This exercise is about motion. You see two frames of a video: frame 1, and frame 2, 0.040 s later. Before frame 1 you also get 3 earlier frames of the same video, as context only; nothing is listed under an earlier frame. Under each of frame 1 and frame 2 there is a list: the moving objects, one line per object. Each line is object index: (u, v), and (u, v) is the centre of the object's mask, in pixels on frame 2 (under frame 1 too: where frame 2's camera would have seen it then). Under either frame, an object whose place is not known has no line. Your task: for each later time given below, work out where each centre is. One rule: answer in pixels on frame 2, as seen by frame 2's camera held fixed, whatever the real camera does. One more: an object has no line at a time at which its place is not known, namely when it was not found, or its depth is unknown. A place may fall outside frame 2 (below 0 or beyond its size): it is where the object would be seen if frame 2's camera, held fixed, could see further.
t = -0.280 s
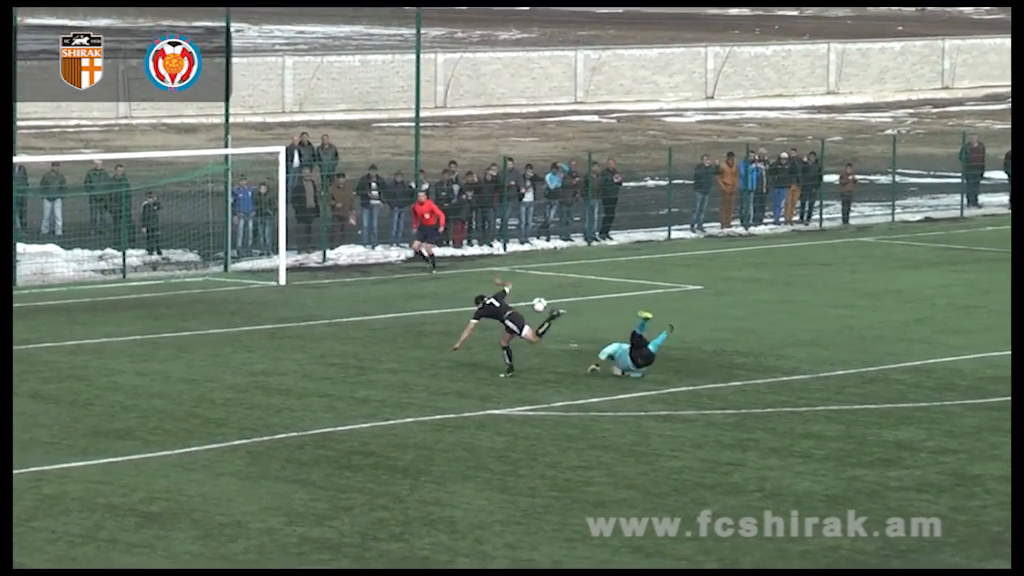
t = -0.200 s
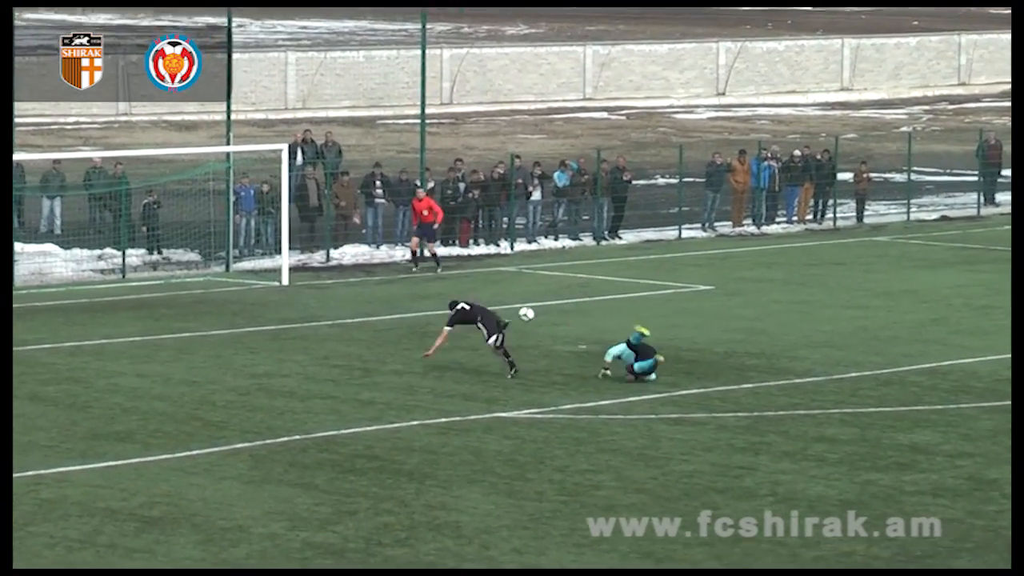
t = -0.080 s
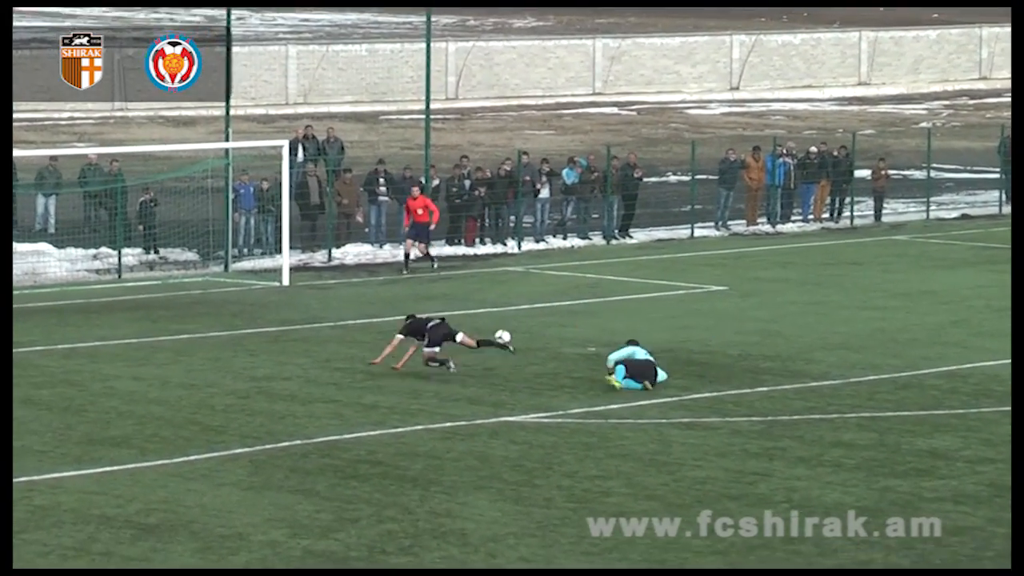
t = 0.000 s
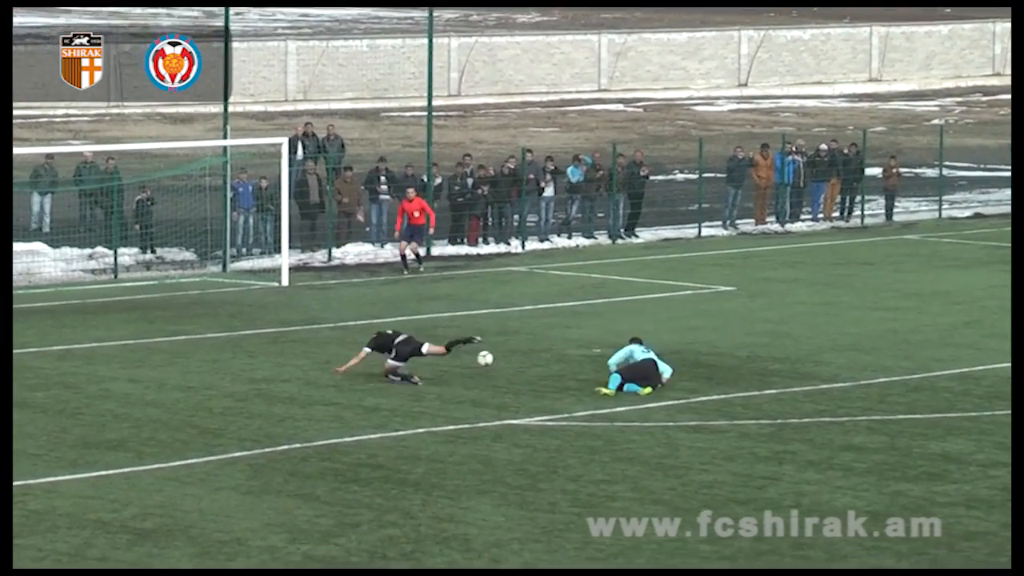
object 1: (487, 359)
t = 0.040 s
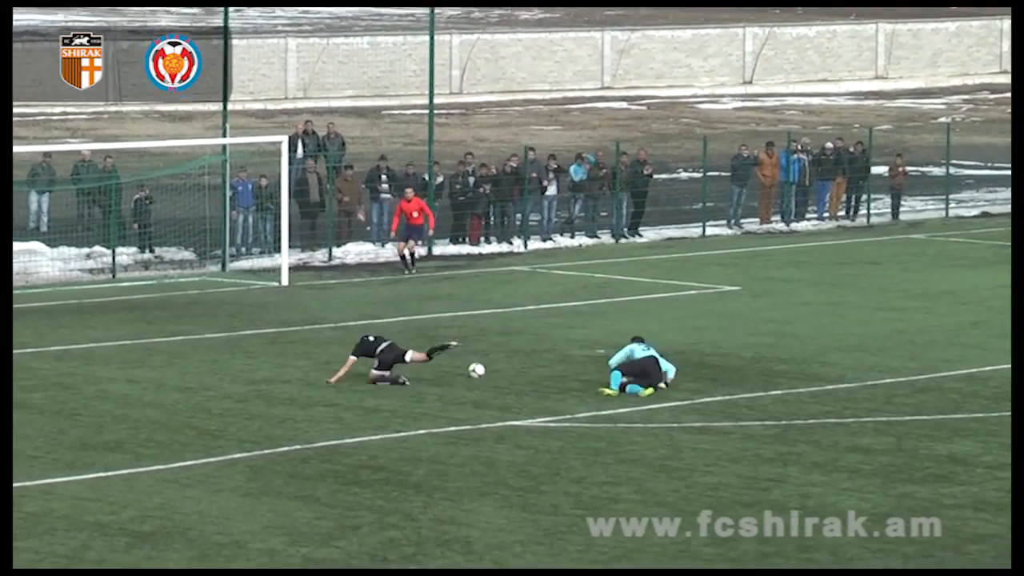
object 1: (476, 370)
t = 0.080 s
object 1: (471, 361)
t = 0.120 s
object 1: (465, 353)
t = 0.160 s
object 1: (460, 346)
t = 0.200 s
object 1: (455, 341)
